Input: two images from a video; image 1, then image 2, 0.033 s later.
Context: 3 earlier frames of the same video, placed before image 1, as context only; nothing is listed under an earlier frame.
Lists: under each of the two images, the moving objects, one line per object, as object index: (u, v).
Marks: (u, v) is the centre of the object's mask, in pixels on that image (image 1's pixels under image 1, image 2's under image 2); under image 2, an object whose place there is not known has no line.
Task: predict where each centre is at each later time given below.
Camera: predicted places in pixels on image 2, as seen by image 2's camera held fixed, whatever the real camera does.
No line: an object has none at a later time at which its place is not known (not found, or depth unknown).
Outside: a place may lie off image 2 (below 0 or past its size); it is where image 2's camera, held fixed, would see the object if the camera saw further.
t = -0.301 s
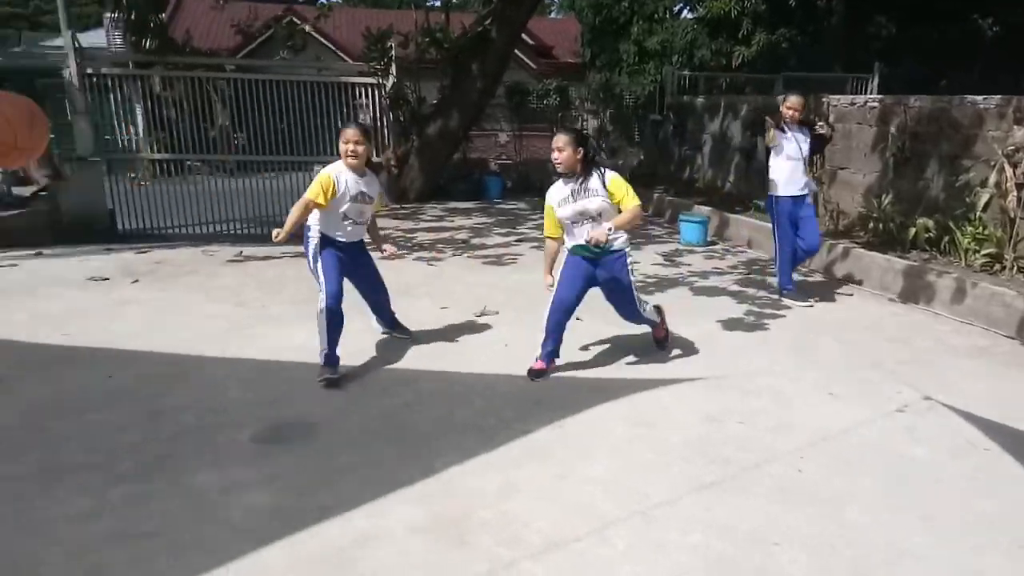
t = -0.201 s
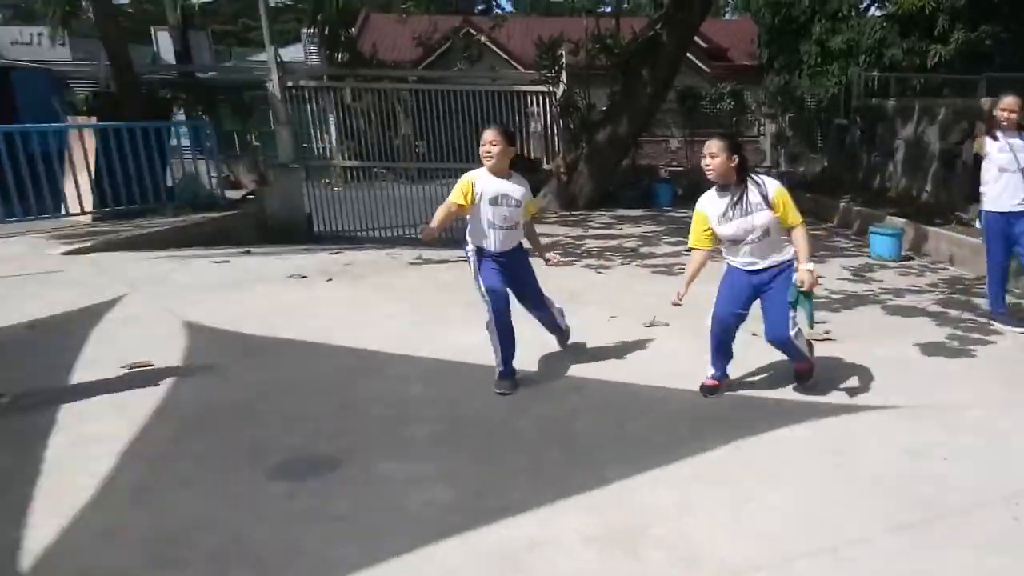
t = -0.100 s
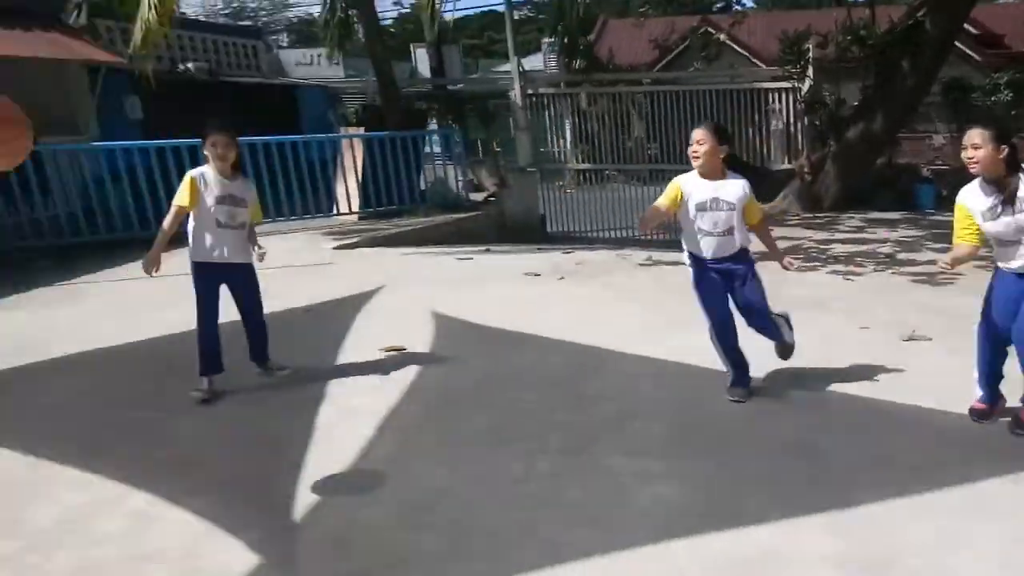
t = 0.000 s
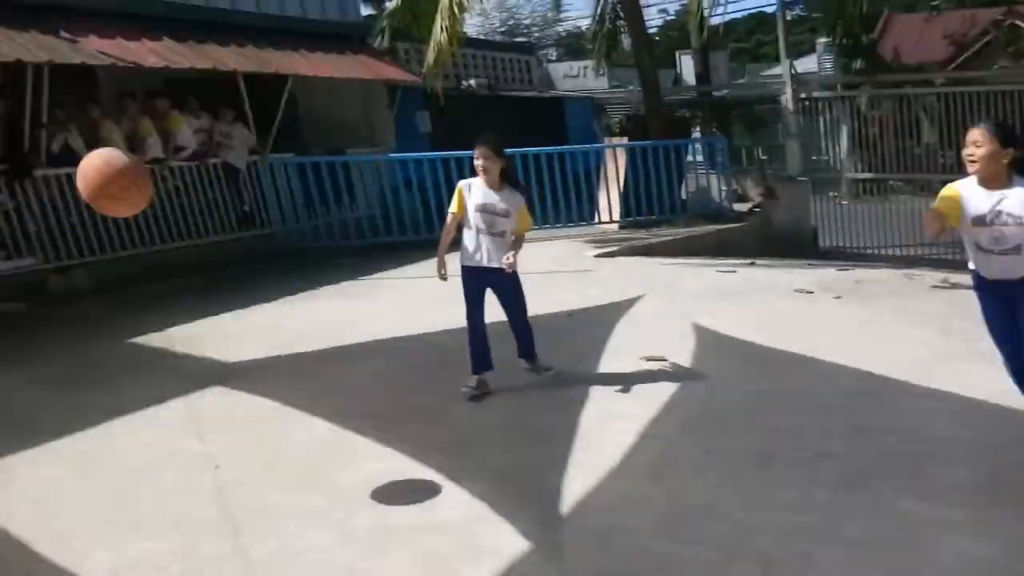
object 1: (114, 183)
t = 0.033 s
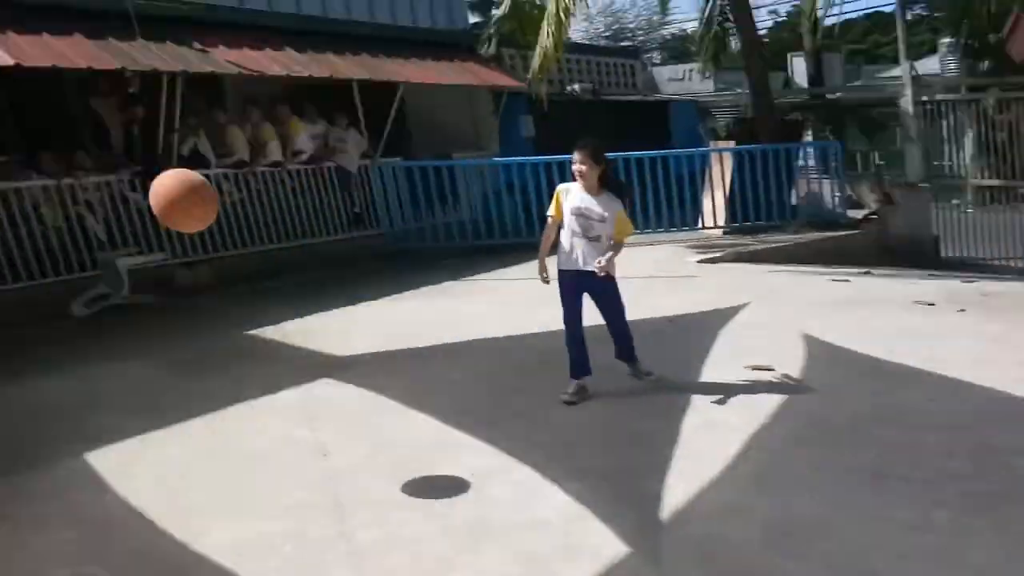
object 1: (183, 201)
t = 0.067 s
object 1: (133, 219)
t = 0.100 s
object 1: (87, 240)
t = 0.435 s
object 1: (-294, 392)
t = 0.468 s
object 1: (-316, 370)
